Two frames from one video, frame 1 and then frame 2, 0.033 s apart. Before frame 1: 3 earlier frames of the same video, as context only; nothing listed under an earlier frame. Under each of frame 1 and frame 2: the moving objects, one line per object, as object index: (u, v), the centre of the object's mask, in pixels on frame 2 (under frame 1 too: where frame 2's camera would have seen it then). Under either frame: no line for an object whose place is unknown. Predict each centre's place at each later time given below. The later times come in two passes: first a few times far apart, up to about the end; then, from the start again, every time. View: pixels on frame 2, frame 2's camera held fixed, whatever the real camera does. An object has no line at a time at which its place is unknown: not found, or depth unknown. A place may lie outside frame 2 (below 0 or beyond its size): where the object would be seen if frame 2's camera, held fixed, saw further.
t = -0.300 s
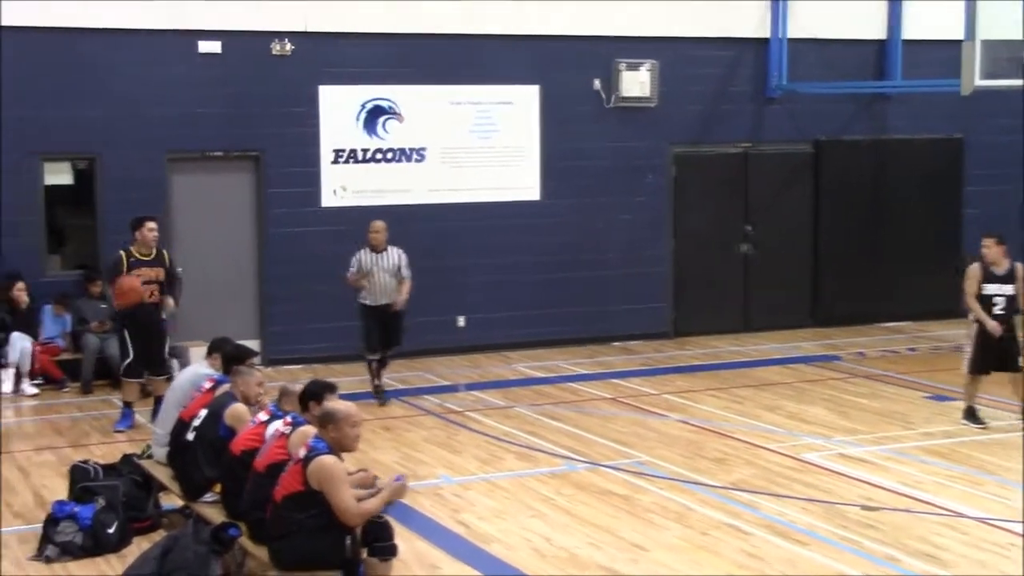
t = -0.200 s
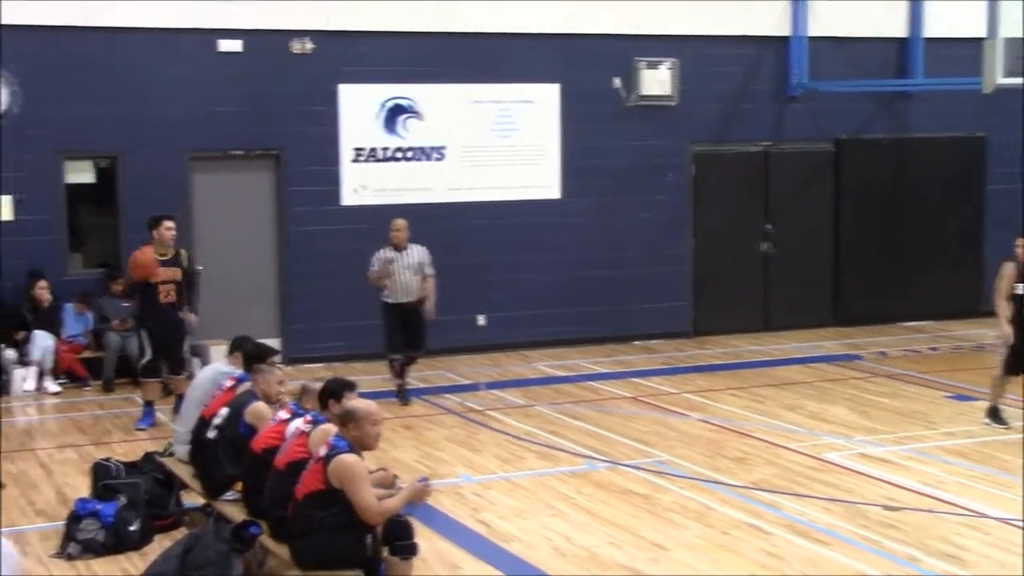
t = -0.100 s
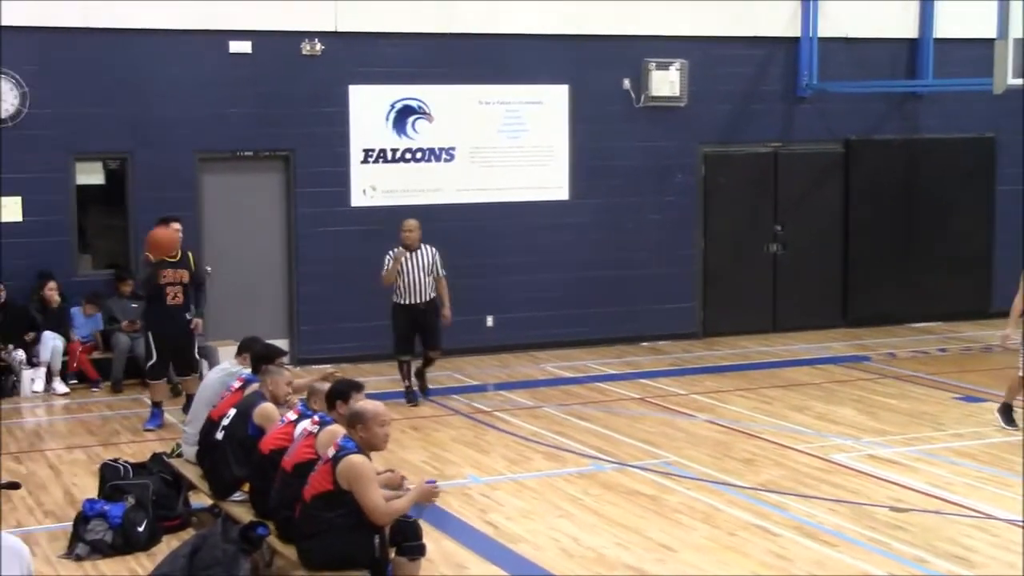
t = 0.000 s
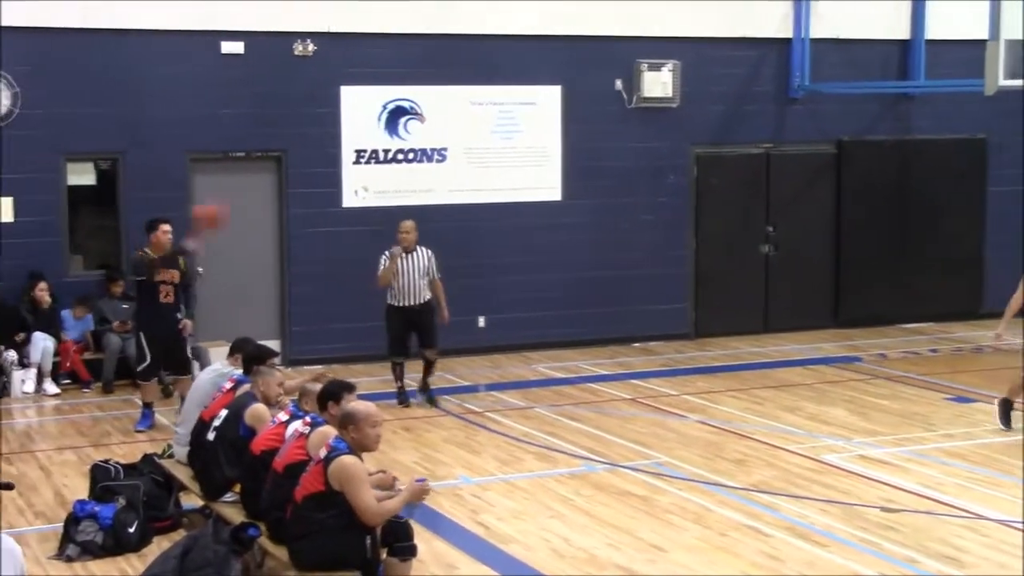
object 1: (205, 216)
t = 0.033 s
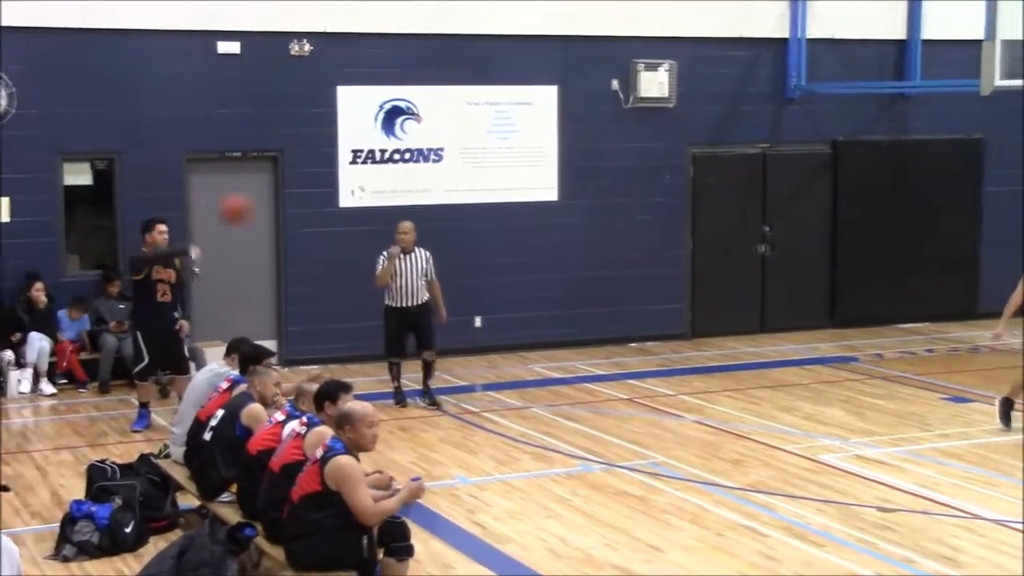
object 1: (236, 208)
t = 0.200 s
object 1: (384, 194)
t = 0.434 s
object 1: (593, 233)
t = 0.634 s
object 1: (774, 321)
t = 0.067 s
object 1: (266, 203)
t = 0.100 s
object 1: (295, 198)
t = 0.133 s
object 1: (321, 195)
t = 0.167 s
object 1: (354, 195)
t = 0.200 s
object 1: (384, 194)
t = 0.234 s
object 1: (413, 194)
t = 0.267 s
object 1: (444, 201)
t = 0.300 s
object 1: (474, 206)
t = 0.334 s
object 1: (506, 212)
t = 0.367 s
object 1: (534, 217)
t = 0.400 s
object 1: (563, 223)
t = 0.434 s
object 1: (593, 233)
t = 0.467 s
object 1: (624, 245)
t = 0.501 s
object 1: (655, 259)
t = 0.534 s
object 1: (684, 273)
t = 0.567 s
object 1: (715, 289)
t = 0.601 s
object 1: (745, 306)
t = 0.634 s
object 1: (774, 321)
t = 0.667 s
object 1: (805, 342)
